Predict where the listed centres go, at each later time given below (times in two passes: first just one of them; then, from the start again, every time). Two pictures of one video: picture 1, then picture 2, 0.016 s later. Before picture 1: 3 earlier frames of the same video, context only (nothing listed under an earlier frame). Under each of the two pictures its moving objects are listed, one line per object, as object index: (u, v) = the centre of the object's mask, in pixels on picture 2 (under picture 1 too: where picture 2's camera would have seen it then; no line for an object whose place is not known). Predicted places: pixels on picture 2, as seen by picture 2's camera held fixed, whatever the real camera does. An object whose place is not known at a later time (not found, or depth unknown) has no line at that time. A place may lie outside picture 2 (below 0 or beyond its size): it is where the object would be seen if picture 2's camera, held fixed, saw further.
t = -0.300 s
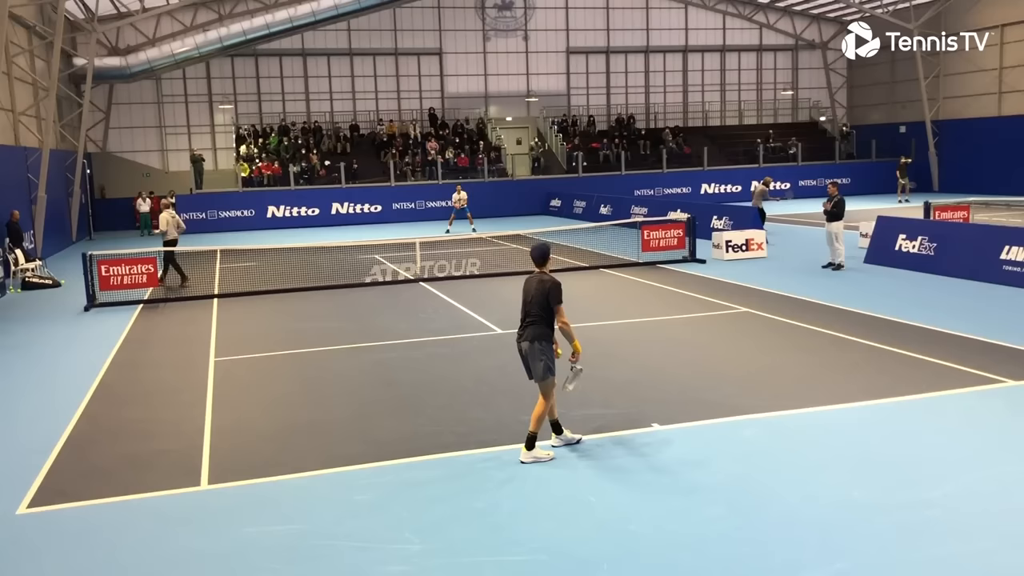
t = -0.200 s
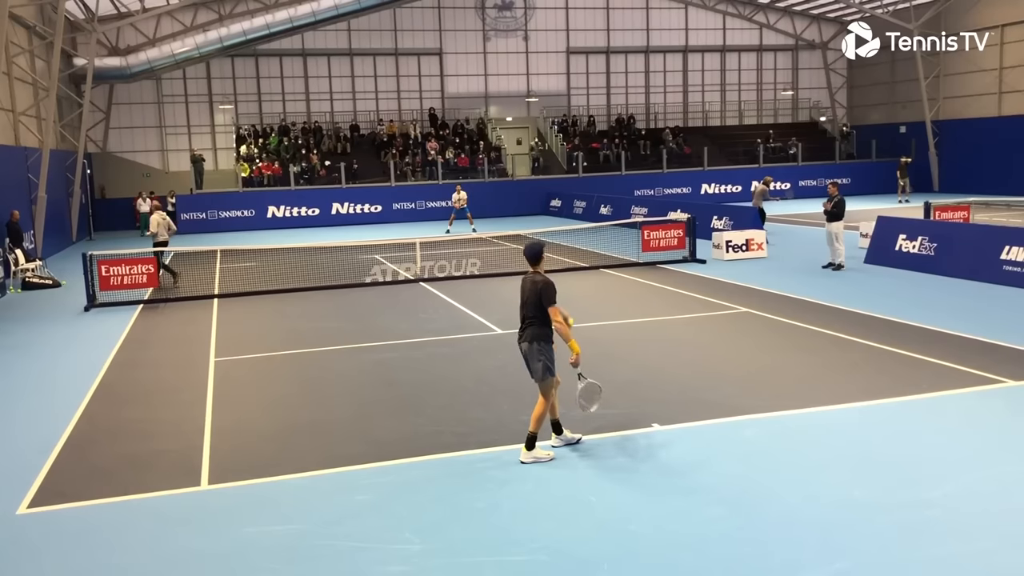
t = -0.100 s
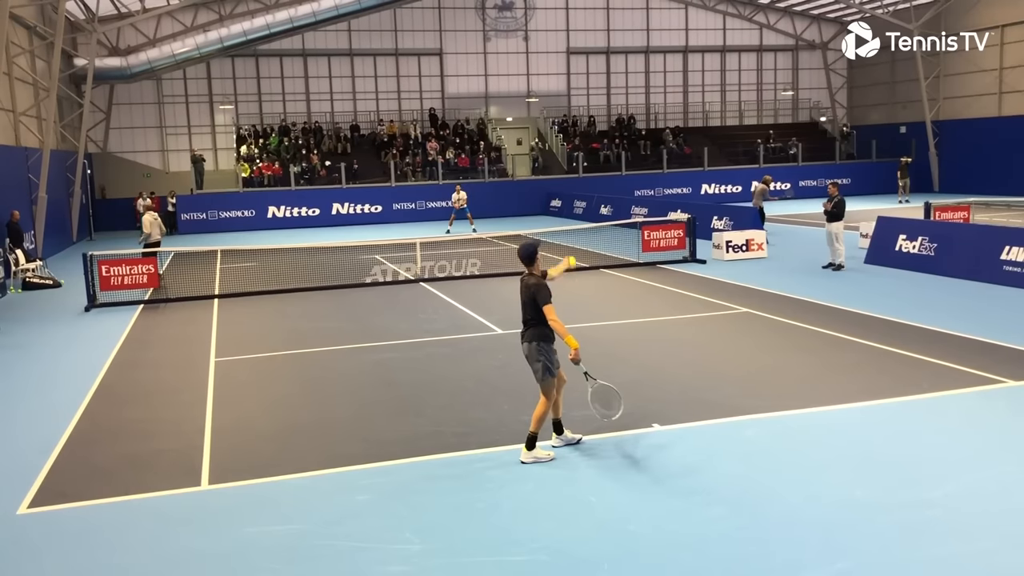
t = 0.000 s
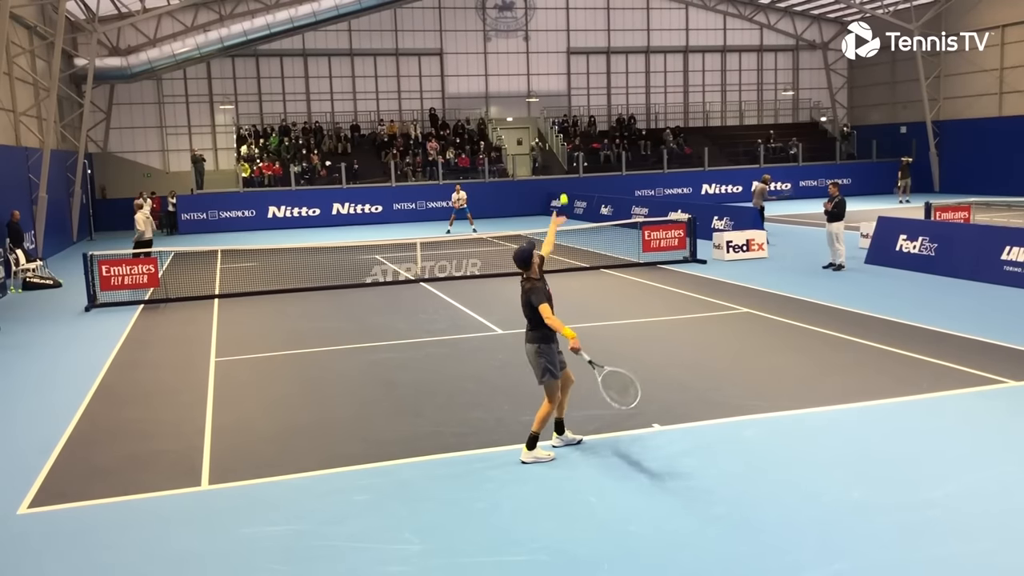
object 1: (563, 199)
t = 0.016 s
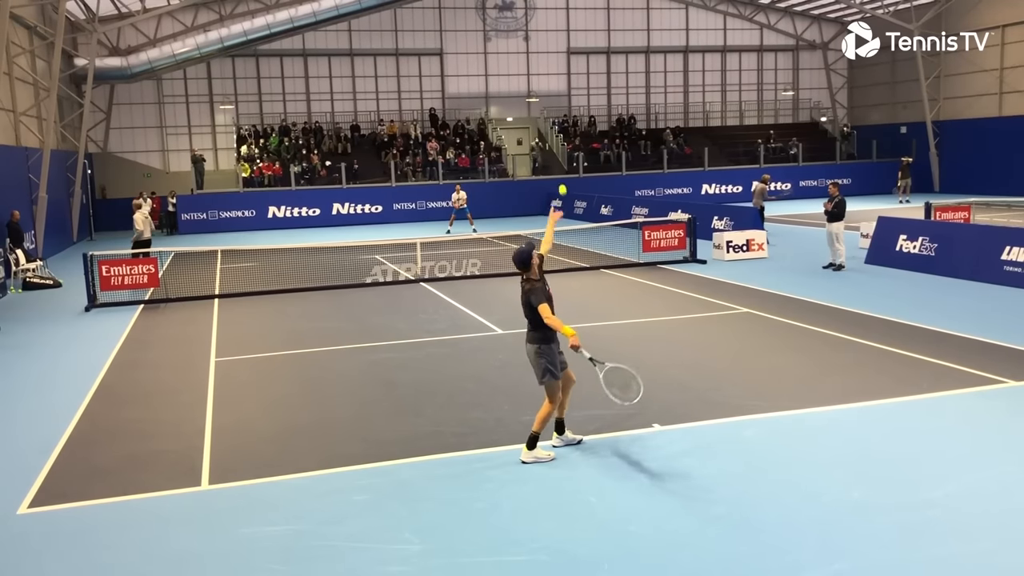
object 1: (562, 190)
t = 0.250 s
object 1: (544, 87)
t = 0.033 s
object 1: (561, 181)
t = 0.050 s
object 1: (559, 172)
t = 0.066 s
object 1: (558, 163)
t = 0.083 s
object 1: (557, 155)
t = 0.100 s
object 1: (555, 147)
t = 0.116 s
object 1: (554, 139)
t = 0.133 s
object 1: (553, 130)
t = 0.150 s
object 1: (551, 123)
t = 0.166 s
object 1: (550, 117)
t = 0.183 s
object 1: (549, 110)
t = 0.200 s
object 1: (548, 104)
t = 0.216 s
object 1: (547, 98)
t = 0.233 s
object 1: (545, 92)
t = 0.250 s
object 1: (544, 87)
